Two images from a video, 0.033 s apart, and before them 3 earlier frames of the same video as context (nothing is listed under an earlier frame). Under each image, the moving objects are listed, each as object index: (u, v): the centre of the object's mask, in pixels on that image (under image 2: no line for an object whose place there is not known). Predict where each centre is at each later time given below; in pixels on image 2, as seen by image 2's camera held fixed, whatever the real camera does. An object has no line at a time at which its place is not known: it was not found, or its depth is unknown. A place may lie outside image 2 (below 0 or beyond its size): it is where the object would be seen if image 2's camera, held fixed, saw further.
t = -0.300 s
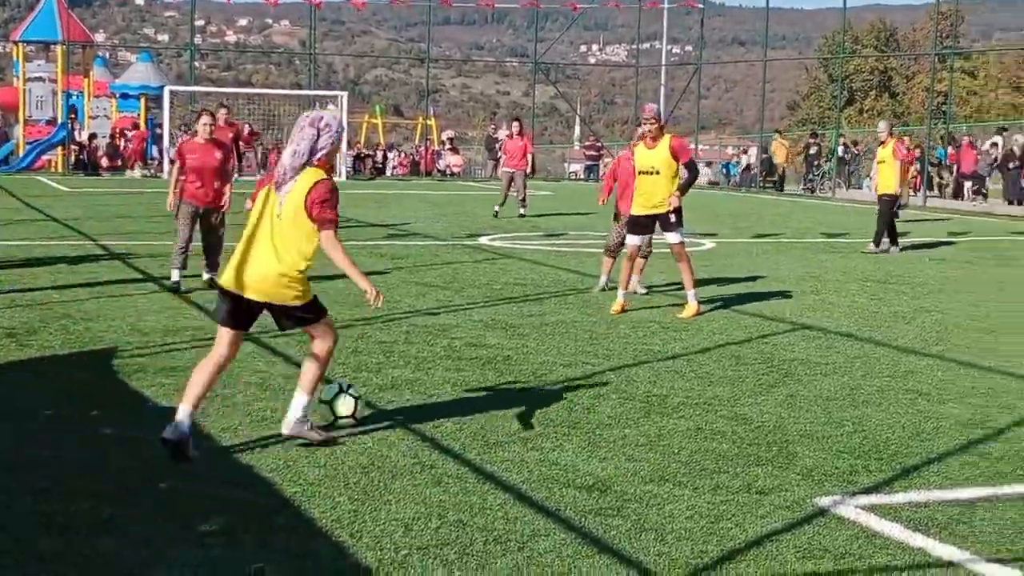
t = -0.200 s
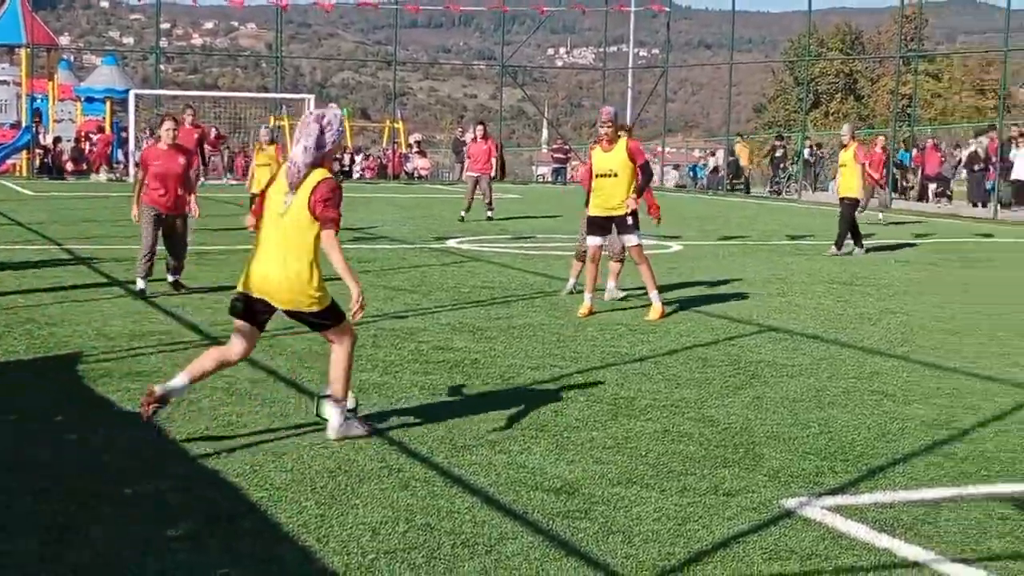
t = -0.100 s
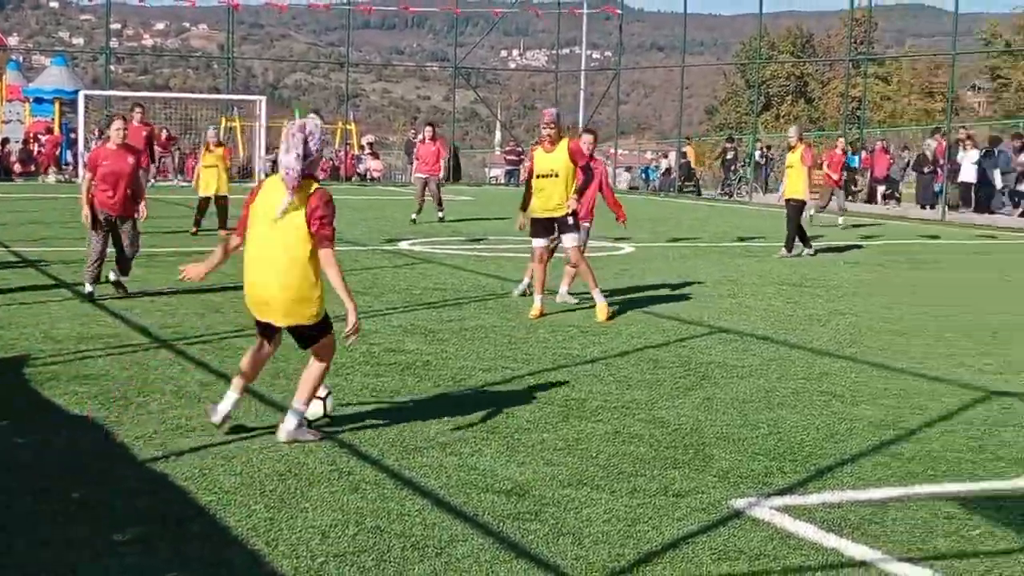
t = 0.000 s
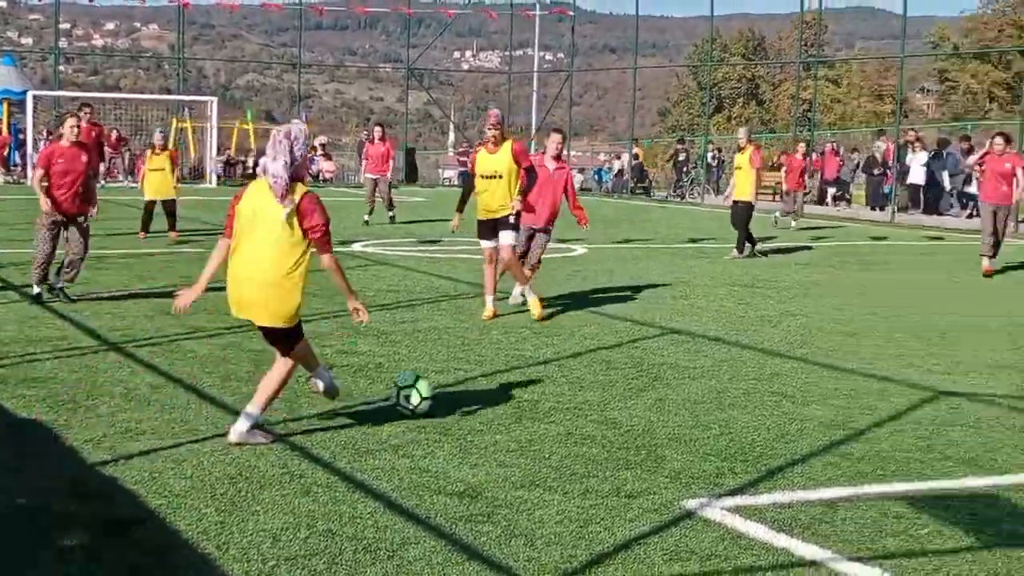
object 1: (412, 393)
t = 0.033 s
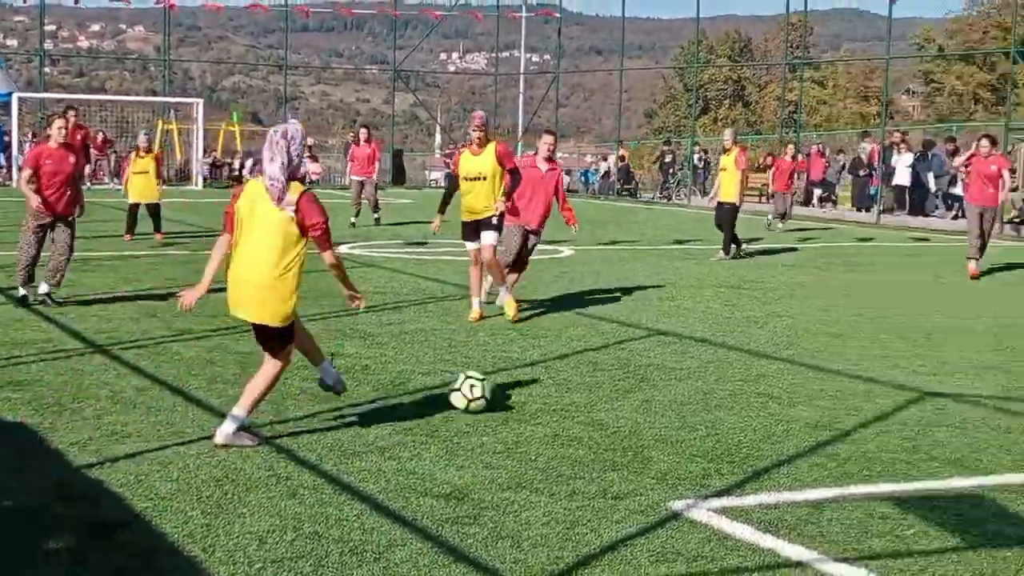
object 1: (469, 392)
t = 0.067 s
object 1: (535, 388)
